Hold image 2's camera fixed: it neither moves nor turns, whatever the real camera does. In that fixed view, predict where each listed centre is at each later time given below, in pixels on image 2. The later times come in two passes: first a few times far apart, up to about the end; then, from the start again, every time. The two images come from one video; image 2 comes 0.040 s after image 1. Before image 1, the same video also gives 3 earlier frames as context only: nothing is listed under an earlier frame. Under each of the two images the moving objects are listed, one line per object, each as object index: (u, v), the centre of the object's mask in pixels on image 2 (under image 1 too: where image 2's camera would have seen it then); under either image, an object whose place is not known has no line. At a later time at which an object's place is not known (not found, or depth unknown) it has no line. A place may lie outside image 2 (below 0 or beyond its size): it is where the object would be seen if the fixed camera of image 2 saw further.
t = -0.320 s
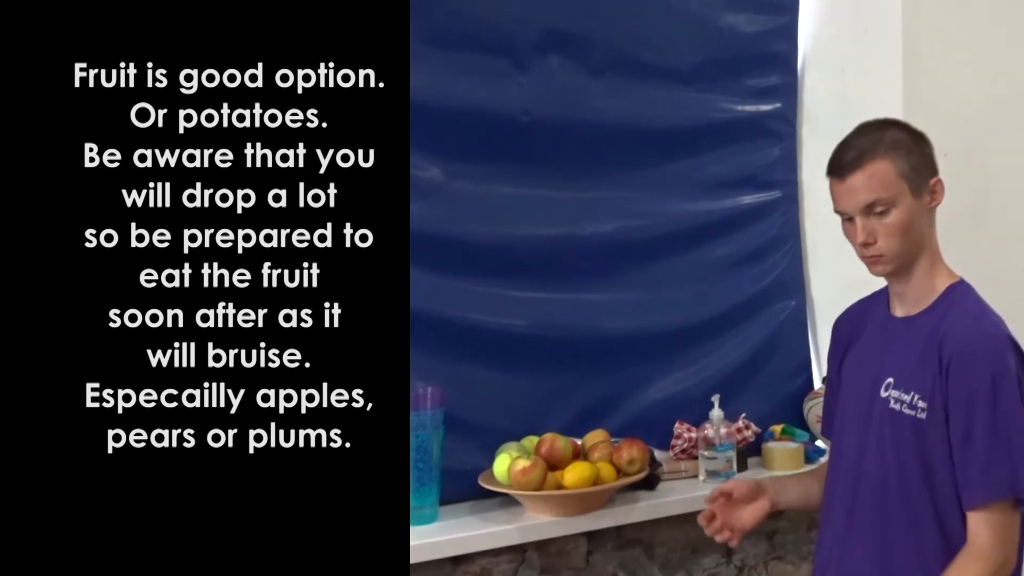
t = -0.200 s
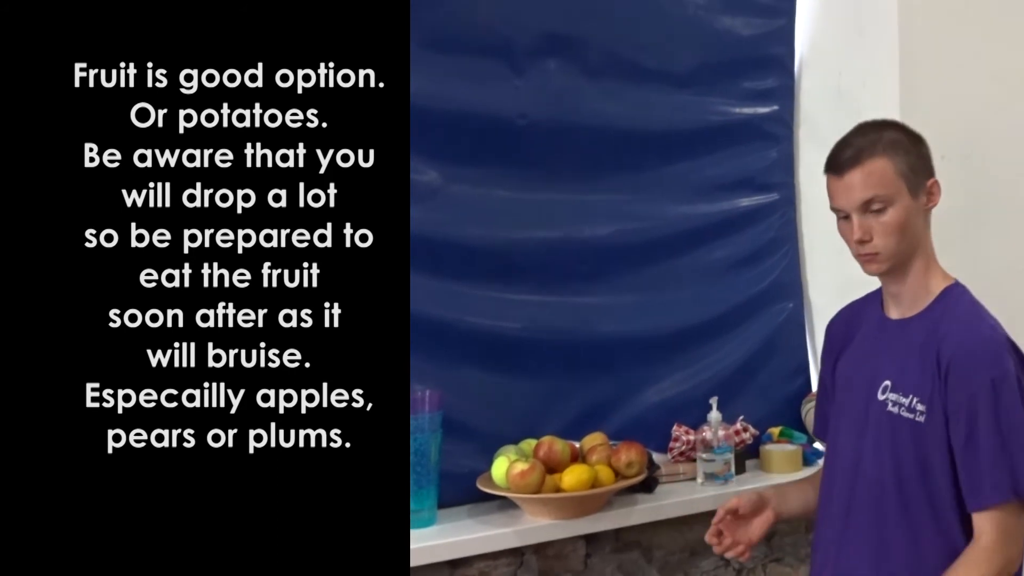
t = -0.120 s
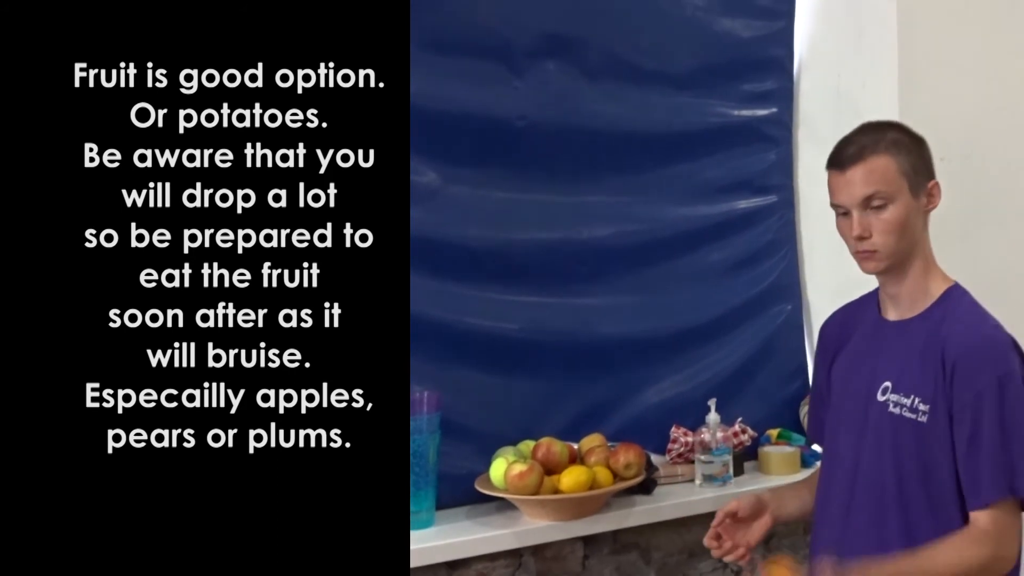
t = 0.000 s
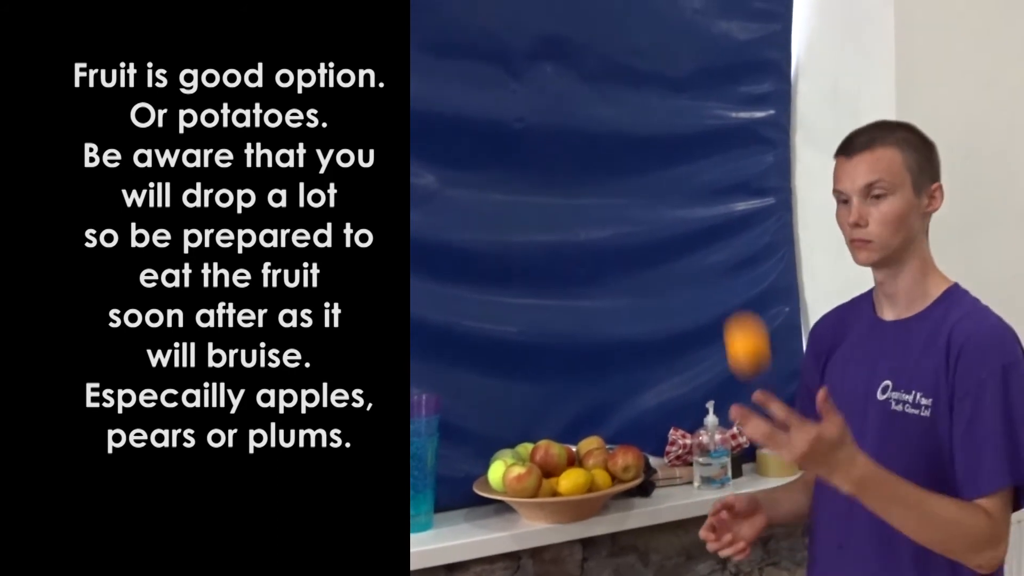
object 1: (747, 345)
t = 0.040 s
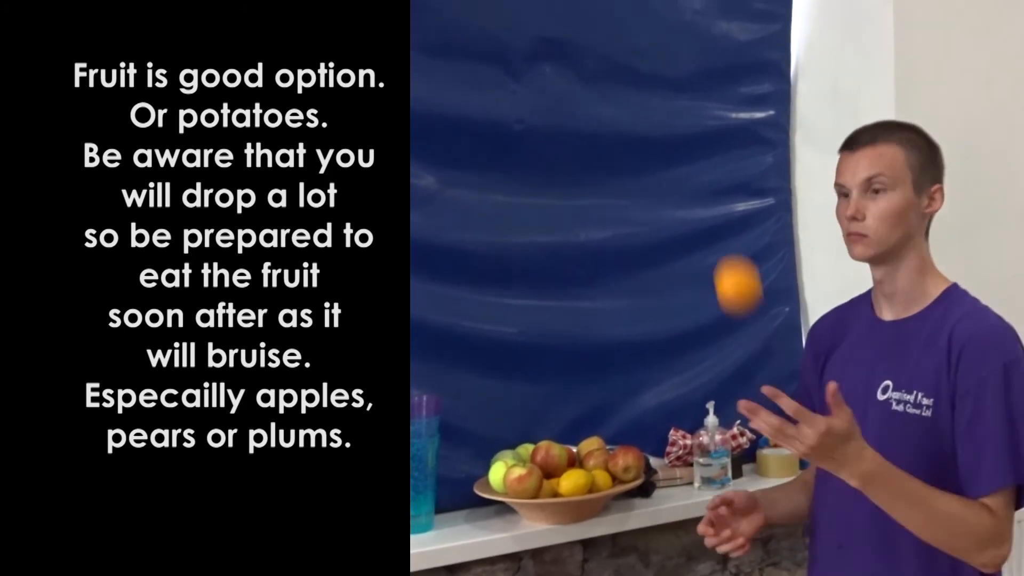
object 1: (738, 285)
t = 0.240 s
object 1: (696, 152)
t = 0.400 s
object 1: (670, 235)
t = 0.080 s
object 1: (729, 237)
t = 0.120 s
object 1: (720, 198)
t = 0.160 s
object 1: (712, 172)
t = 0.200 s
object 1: (704, 156)
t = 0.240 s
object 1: (696, 152)
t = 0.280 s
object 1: (689, 157)
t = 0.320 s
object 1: (682, 173)
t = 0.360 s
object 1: (676, 199)
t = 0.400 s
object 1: (670, 235)
